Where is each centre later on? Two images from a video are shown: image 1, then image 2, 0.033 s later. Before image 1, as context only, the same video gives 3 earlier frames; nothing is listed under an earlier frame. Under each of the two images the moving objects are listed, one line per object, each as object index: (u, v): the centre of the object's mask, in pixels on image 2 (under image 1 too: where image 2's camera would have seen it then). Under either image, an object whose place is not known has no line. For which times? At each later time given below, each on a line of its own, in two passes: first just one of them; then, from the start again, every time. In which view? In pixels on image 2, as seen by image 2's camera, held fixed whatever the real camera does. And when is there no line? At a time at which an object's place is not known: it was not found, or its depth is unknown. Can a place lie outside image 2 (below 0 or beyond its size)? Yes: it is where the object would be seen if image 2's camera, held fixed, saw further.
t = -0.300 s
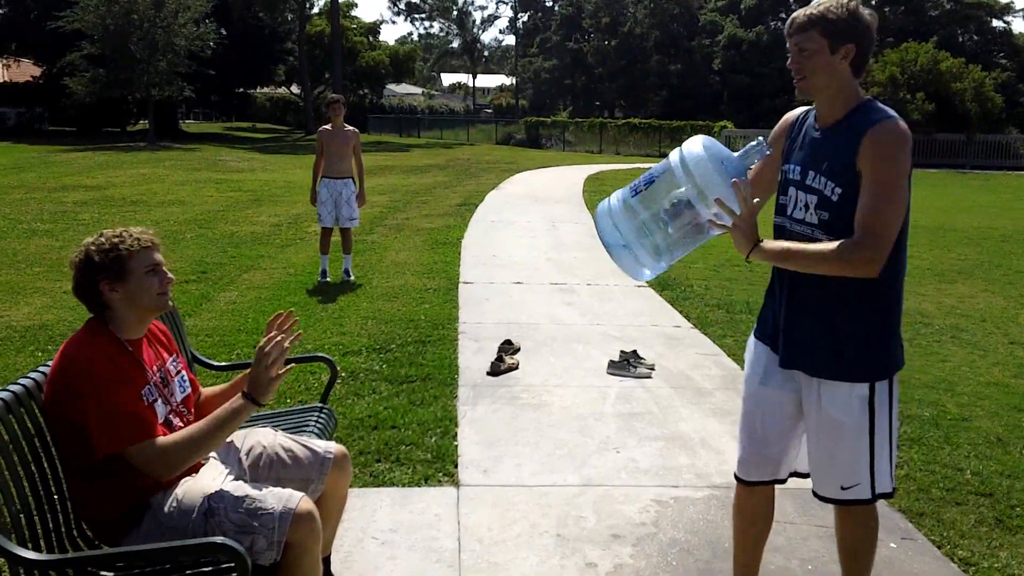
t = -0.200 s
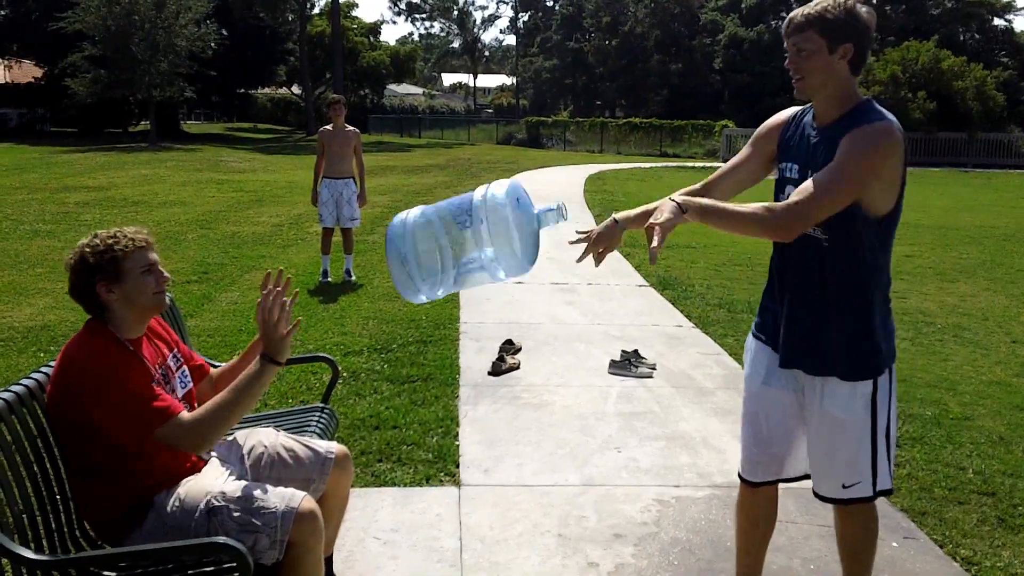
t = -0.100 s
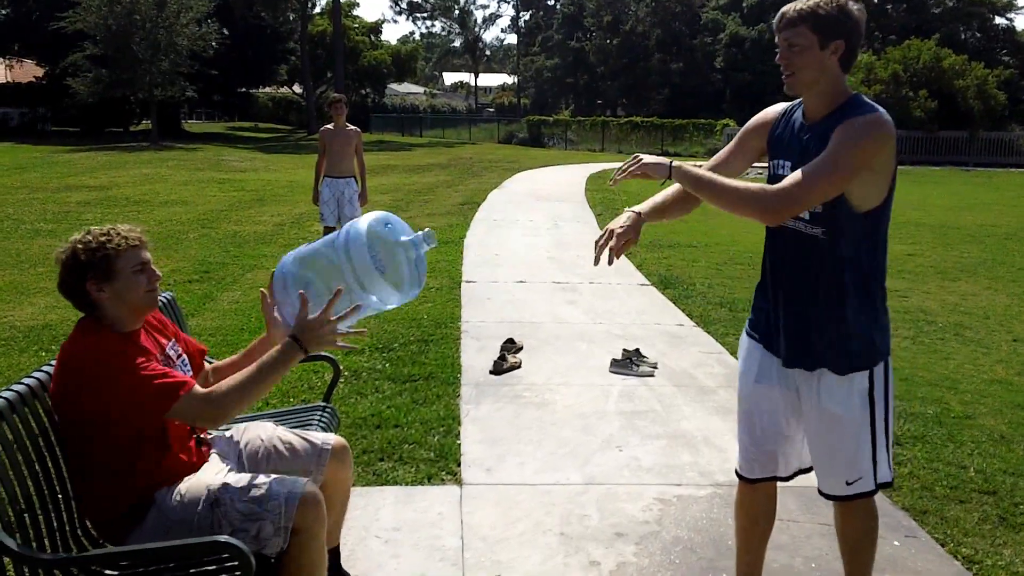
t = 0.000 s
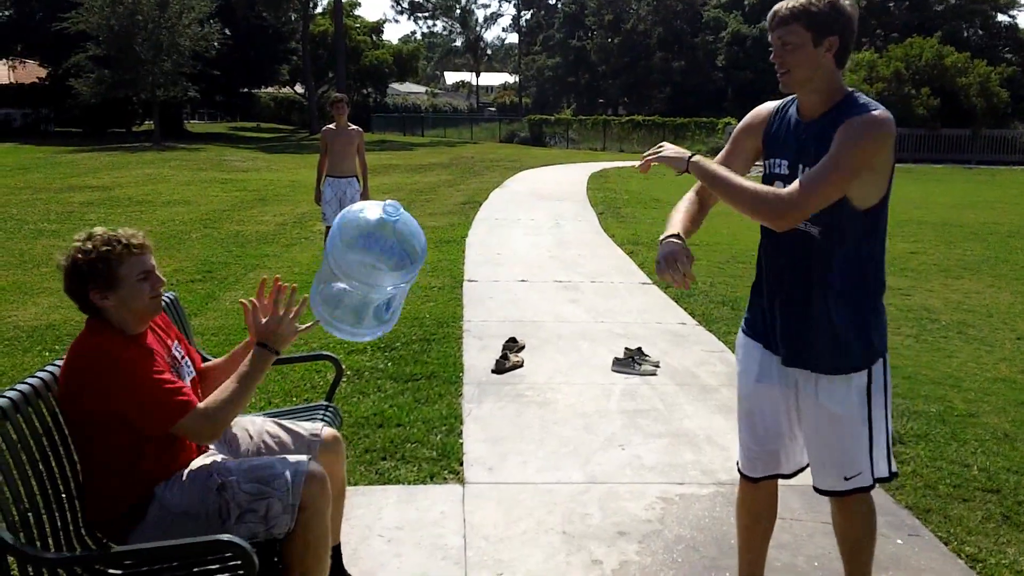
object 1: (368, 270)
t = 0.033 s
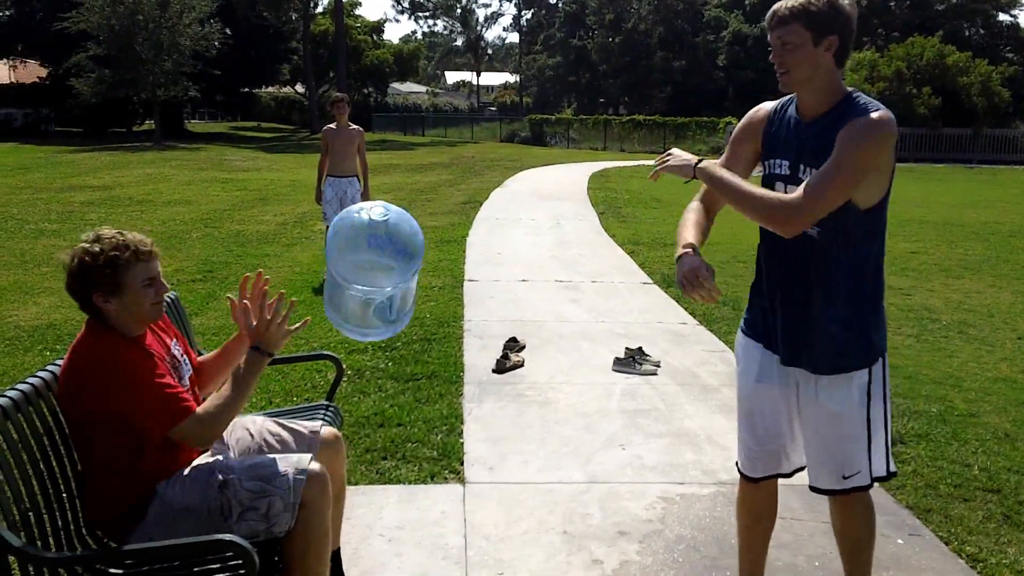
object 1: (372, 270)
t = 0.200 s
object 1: (393, 326)
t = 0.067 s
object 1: (376, 274)
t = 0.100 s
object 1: (380, 282)
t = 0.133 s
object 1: (384, 293)
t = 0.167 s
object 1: (389, 308)
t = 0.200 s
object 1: (393, 326)
